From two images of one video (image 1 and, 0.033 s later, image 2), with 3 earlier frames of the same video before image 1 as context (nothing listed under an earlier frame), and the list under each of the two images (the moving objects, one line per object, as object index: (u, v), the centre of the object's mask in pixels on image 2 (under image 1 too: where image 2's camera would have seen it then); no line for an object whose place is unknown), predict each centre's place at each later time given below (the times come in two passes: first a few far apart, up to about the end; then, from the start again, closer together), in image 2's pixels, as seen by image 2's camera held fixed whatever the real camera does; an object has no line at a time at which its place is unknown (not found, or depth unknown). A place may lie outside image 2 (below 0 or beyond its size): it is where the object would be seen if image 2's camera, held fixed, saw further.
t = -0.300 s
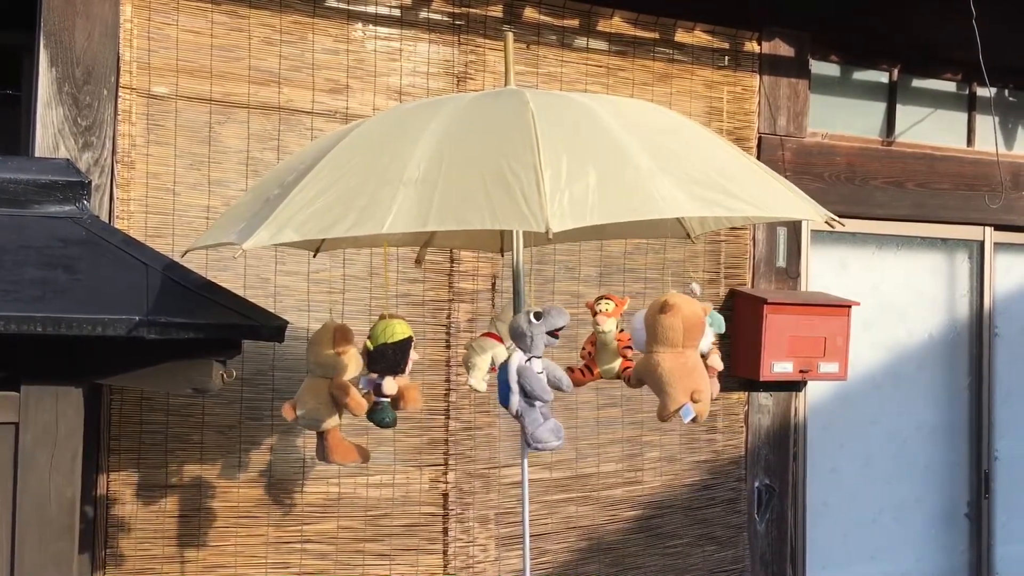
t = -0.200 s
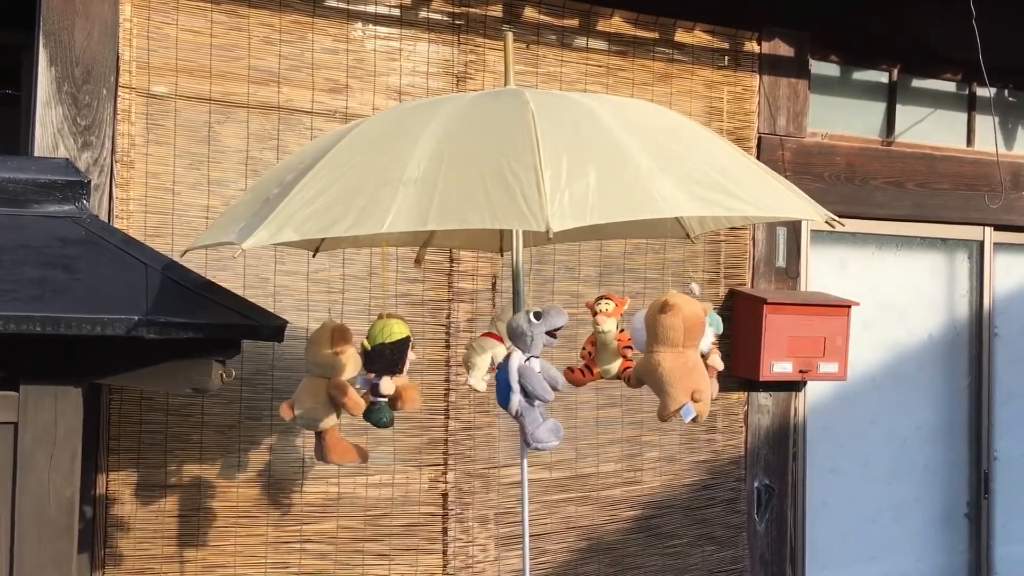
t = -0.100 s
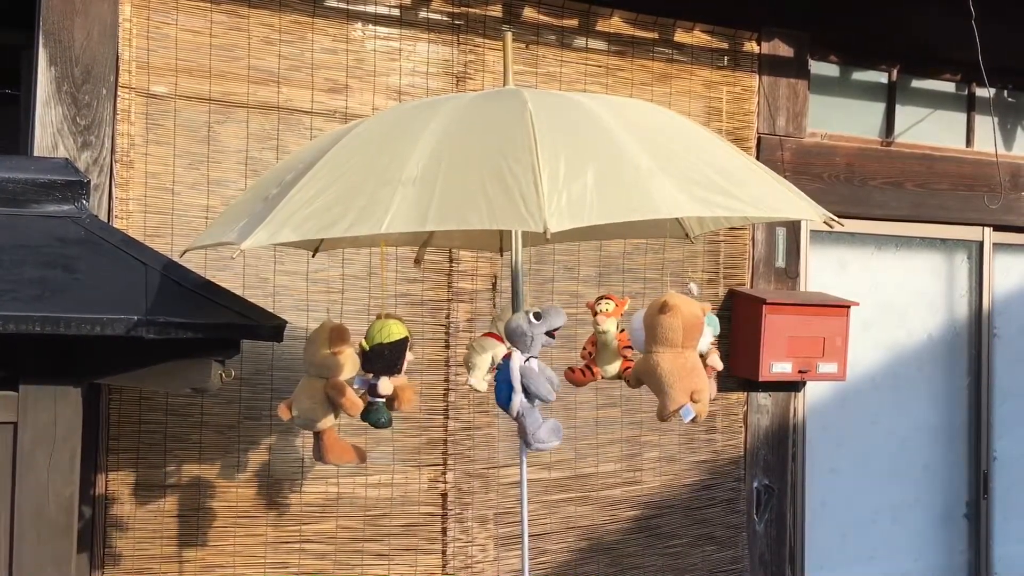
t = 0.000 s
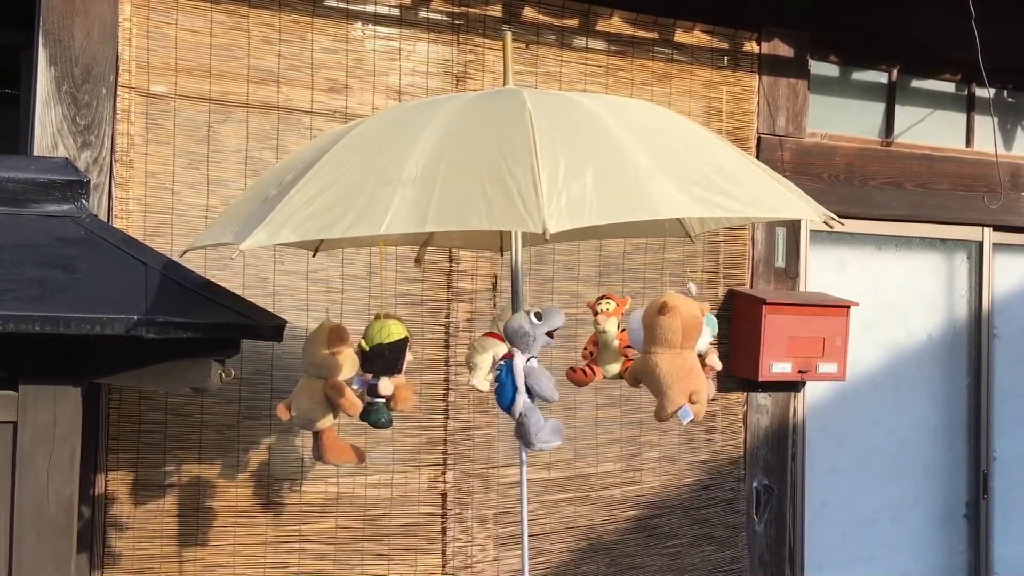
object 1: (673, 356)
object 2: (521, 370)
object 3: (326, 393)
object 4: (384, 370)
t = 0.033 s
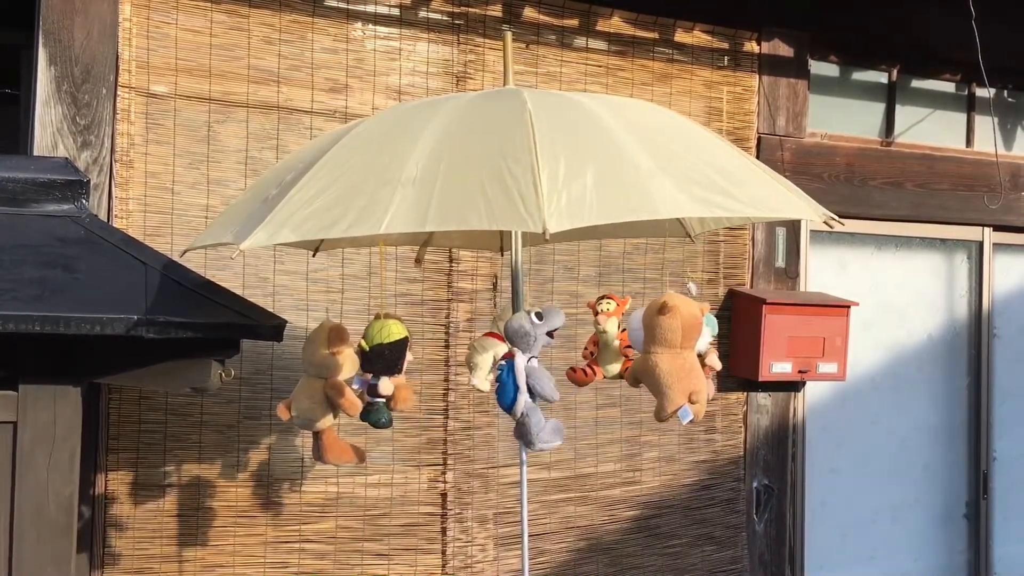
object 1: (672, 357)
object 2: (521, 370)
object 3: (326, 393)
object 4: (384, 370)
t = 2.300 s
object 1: (670, 356)
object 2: (519, 375)
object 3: (332, 393)
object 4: (387, 373)
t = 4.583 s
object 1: (662, 355)
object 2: (519, 374)
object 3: (324, 394)
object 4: (387, 372)
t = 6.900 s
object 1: (668, 358)
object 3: (324, 394)
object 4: (386, 373)
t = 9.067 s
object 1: (673, 356)
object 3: (330, 392)
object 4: (391, 372)
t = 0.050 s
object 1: (673, 356)
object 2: (522, 370)
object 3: (326, 394)
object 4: (384, 370)
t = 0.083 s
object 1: (671, 356)
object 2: (522, 371)
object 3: (326, 393)
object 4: (383, 370)
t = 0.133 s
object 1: (672, 356)
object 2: (521, 373)
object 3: (326, 393)
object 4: (383, 369)
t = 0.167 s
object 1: (671, 356)
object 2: (521, 373)
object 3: (326, 393)
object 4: (383, 369)
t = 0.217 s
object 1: (669, 356)
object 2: (522, 374)
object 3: (327, 393)
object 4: (384, 369)
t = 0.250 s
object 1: (668, 356)
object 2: (523, 374)
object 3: (327, 393)
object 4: (384, 369)
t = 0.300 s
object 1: (670, 356)
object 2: (524, 375)
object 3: (328, 393)
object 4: (384, 368)
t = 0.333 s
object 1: (668, 356)
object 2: (524, 375)
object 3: (328, 393)
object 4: (384, 368)
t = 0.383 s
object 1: (670, 356)
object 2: (524, 375)
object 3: (329, 393)
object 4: (385, 368)
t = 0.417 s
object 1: (670, 356)
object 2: (524, 375)
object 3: (329, 393)
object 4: (385, 368)
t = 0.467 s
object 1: (669, 356)
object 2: (525, 376)
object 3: (329, 392)
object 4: (386, 368)
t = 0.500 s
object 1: (670, 356)
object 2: (525, 376)
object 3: (330, 393)
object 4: (386, 368)
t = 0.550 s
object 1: (670, 356)
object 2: (525, 376)
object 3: (330, 392)
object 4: (386, 367)
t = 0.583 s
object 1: (670, 356)
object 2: (525, 376)
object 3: (331, 393)
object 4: (386, 368)
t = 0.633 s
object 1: (671, 356)
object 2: (524, 376)
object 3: (331, 392)
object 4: (387, 368)
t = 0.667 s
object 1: (671, 356)
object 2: (524, 375)
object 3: (332, 392)
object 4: (387, 368)
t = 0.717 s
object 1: (672, 356)
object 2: (524, 375)
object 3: (332, 392)
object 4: (387, 368)
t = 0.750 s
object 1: (673, 355)
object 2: (523, 375)
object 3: (332, 392)
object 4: (387, 368)
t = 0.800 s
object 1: (673, 356)
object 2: (522, 375)
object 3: (332, 392)
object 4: (387, 369)
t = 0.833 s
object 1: (673, 356)
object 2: (521, 374)
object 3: (332, 393)
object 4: (387, 370)
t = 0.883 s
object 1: (674, 356)
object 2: (521, 375)
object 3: (332, 393)
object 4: (387, 370)
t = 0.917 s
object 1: (674, 356)
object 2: (520, 374)
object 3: (332, 393)
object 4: (386, 370)
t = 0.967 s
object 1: (673, 357)
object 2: (519, 374)
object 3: (331, 393)
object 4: (385, 370)
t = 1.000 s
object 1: (672, 357)
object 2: (519, 374)
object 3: (331, 393)
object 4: (385, 370)
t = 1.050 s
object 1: (672, 356)
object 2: (518, 375)
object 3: (330, 393)
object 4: (384, 370)
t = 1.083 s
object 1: (672, 356)
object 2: (518, 375)
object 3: (329, 394)
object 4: (384, 370)
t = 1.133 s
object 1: (672, 356)
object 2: (518, 375)
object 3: (328, 394)
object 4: (383, 370)
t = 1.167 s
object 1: (671, 356)
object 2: (518, 376)
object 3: (328, 394)
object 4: (382, 370)
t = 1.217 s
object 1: (670, 357)
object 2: (518, 377)
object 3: (327, 395)
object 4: (382, 370)
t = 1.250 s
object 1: (669, 356)
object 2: (518, 377)
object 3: (326, 394)
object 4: (381, 370)
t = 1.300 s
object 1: (668, 356)
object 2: (517, 377)
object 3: (325, 394)
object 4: (380, 370)
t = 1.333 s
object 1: (667, 356)
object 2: (517, 377)
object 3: (324, 394)
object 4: (380, 370)
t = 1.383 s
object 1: (666, 357)
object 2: (518, 377)
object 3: (324, 394)
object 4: (380, 370)
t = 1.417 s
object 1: (666, 357)
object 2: (518, 378)
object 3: (323, 394)
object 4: (380, 371)
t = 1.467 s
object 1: (665, 356)
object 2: (518, 378)
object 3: (323, 394)
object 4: (380, 371)
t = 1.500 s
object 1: (665, 356)
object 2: (518, 378)
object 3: (322, 394)
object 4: (380, 371)
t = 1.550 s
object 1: (665, 357)
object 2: (518, 378)
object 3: (322, 394)
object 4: (381, 371)
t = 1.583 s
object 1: (665, 356)
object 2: (518, 378)
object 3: (322, 394)
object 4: (381, 371)
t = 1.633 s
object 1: (665, 356)
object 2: (518, 378)
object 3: (322, 394)
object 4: (382, 372)
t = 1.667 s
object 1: (665, 356)
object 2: (519, 377)
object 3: (323, 394)
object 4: (383, 372)
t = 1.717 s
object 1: (666, 356)
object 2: (519, 377)
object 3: (323, 394)
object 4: (383, 371)
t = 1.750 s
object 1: (665, 356)
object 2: (519, 377)
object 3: (324, 393)
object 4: (384, 371)
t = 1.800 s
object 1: (666, 356)
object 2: (519, 377)
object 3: (324, 393)
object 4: (385, 371)
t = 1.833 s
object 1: (667, 355)
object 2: (519, 376)
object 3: (325, 393)
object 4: (386, 371)
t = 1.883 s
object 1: (668, 356)
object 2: (519, 376)
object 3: (326, 393)
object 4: (387, 371)
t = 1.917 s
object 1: (669, 356)
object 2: (519, 375)
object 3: (327, 393)
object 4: (387, 371)
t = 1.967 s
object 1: (670, 356)
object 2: (519, 375)
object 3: (328, 392)
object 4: (388, 371)
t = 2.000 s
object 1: (670, 356)
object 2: (519, 375)
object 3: (329, 392)
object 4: (388, 371)
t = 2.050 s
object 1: (670, 355)
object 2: (519, 375)
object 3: (330, 392)
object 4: (389, 372)
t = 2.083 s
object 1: (670, 355)
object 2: (519, 375)
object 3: (331, 392)
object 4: (389, 372)
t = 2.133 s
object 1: (671, 356)
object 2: (519, 375)
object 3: (331, 393)
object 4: (388, 372)
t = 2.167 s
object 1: (671, 356)
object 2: (519, 375)
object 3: (331, 392)
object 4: (388, 372)
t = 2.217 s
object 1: (671, 355)
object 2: (519, 375)
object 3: (332, 392)
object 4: (388, 372)
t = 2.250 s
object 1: (671, 355)
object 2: (519, 375)
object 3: (332, 392)
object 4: (388, 373)
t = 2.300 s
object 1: (670, 356)
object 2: (519, 375)
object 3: (332, 393)
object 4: (387, 373)
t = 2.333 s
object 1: (669, 356)
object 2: (519, 375)
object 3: (331, 393)
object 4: (387, 373)
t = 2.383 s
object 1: (668, 356)
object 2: (519, 375)
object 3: (331, 393)
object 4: (386, 373)
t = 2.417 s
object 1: (668, 357)
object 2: (519, 376)
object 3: (330, 393)
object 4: (385, 373)
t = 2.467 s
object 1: (668, 356)
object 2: (519, 376)
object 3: (329, 393)
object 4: (384, 373)
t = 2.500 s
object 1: (667, 356)
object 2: (520, 376)
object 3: (328, 394)
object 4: (384, 373)
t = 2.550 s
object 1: (666, 357)
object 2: (519, 376)
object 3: (327, 393)
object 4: (383, 373)
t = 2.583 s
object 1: (666, 357)
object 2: (519, 376)
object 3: (326, 393)
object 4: (382, 373)
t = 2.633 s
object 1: (666, 357)
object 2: (519, 377)
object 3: (324, 393)
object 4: (382, 373)
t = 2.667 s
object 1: (666, 357)
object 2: (519, 377)
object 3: (323, 393)
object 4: (381, 374)
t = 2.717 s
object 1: (667, 357)
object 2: (519, 377)
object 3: (322, 392)
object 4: (381, 374)
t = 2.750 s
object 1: (667, 357)
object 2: (519, 377)
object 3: (321, 392)
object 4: (382, 374)
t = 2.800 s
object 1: (667, 356)
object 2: (519, 378)
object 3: (320, 392)
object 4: (382, 374)
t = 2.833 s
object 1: (668, 356)
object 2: (519, 378)
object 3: (319, 392)
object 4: (383, 373)
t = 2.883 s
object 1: (668, 357)
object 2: (519, 378)
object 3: (319, 392)
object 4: (384, 373)
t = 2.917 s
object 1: (669, 356)
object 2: (519, 378)
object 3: (319, 392)
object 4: (385, 373)
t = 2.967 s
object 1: (669, 356)
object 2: (519, 377)
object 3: (319, 392)
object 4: (386, 373)
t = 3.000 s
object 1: (669, 356)
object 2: (519, 376)
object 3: (320, 392)
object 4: (387, 373)
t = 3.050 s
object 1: (669, 356)
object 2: (519, 375)
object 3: (320, 392)
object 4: (388, 372)
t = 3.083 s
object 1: (670, 356)
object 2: (520, 374)
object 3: (321, 392)
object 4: (390, 372)
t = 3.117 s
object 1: (670, 356)
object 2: (520, 373)
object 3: (322, 392)
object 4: (391, 371)
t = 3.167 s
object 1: (671, 356)
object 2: (520, 372)
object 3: (323, 392)
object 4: (392, 371)
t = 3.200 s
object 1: (671, 356)
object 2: (521, 371)
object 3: (325, 392)
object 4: (390, 370)
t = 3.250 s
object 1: (671, 356)
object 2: (521, 370)
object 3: (326, 392)
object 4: (390, 370)
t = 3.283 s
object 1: (671, 356)
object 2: (521, 369)
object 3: (328, 392)
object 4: (391, 370)
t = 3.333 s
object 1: (672, 356)
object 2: (521, 368)
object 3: (330, 392)
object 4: (392, 370)
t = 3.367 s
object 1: (672, 356)
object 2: (521, 368)
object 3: (331, 392)
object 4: (392, 370)
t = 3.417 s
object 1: (672, 356)
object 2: (521, 367)
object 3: (333, 392)
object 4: (393, 370)
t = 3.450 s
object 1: (672, 356)
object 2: (522, 367)
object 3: (334, 392)
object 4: (393, 371)
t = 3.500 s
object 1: (673, 356)
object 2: (523, 366)
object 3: (335, 392)
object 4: (394, 371)
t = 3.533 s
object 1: (673, 356)
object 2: (523, 366)
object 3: (336, 392)
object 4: (393, 371)
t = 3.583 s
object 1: (673, 355)
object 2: (523, 366)
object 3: (336, 392)
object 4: (393, 371)
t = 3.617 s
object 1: (673, 355)
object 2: (524, 366)
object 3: (337, 392)
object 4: (393, 371)
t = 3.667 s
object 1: (674, 355)
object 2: (524, 366)
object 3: (337, 392)
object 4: (392, 371)
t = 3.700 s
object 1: (672, 355)
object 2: (524, 367)
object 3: (337, 392)
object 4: (390, 372)
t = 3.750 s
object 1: (673, 355)
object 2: (525, 367)
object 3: (337, 392)
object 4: (390, 372)
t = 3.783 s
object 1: (673, 355)
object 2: (525, 368)
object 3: (337, 393)
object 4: (389, 372)
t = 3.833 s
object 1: (673, 355)
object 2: (525, 369)
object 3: (336, 393)
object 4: (389, 372)
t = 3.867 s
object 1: (673, 355)
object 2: (525, 369)
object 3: (336, 393)
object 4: (388, 372)
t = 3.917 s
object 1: (673, 355)
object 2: (524, 370)
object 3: (336, 393)
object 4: (388, 372)
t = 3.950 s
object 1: (673, 356)
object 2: (524, 370)
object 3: (335, 393)
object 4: (387, 373)
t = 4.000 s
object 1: (672, 356)
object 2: (523, 371)
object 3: (333, 393)
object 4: (386, 373)
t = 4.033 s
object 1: (671, 356)
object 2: (523, 371)
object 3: (332, 393)
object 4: (386, 373)
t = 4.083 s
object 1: (671, 356)
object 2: (522, 372)
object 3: (331, 392)
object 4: (386, 373)
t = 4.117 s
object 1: (670, 355)
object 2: (521, 373)
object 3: (329, 392)
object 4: (389, 371)
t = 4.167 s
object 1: (668, 355)
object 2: (520, 373)
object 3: (327, 393)
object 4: (389, 371)
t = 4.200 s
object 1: (668, 354)
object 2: (520, 373)
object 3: (326, 393)
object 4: (389, 371)
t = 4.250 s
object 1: (667, 355)
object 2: (519, 373)
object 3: (326, 394)
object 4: (389, 372)
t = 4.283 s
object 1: (666, 354)
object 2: (518, 373)
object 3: (325, 394)
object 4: (389, 372)
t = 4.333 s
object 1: (665, 355)
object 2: (518, 374)
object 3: (324, 394)
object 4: (387, 371)
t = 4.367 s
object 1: (663, 355)
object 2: (518, 374)
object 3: (324, 394)
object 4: (387, 371)
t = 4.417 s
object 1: (663, 355)
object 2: (518, 374)
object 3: (324, 394)
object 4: (387, 371)
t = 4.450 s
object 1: (662, 354)
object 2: (518, 374)
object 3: (324, 394)
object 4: (387, 371)
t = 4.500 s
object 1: (662, 355)
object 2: (518, 374)
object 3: (324, 394)
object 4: (387, 371)
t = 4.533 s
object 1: (662, 355)
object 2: (518, 374)
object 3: (324, 394)
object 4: (387, 371)
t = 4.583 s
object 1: (662, 355)
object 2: (519, 374)
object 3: (324, 394)
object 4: (387, 372)
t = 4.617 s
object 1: (662, 355)
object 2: (519, 374)
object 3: (325, 394)
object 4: (387, 372)
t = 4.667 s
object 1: (663, 355)
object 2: (519, 374)
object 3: (325, 394)
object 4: (387, 372)
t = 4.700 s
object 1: (663, 355)
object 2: (519, 374)
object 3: (326, 394)
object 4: (387, 372)
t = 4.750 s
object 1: (665, 354)
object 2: (520, 374)
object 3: (327, 394)
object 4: (387, 372)
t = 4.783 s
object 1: (667, 355)
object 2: (521, 374)
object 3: (328, 394)
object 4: (387, 372)
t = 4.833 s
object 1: (674, 356)
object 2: (521, 374)
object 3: (329, 394)
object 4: (387, 372)
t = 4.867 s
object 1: (674, 356)
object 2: (522, 374)
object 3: (329, 394)
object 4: (387, 372)
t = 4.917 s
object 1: (675, 355)
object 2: (522, 374)
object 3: (330, 394)
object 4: (387, 372)
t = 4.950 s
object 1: (676, 355)
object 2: (522, 374)
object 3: (330, 394)
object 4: (387, 372)
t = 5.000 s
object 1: (676, 356)
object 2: (523, 374)
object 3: (331, 394)
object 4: (387, 373)
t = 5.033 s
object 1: (676, 356)
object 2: (523, 374)
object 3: (331, 394)
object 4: (387, 373)
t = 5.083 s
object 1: (676, 356)
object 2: (524, 374)
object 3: (332, 394)
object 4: (387, 373)
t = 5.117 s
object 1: (676, 356)
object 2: (524, 374)
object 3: (332, 394)
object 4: (387, 372)
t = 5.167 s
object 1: (675, 357)
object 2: (524, 374)
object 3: (332, 394)
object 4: (388, 373)
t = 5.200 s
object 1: (675, 357)
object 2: (524, 373)
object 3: (332, 394)
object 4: (388, 373)
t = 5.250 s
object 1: (674, 356)
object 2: (524, 373)
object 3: (332, 394)
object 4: (388, 373)
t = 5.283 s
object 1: (674, 356)
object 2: (524, 372)
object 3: (332, 394)
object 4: (388, 372)
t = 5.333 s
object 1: (673, 357)
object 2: (523, 372)
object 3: (331, 394)
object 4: (388, 372)
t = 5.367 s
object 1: (673, 357)
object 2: (523, 372)
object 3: (331, 394)
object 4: (389, 372)
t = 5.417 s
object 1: (671, 357)
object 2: (522, 372)
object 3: (330, 394)
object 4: (389, 372)
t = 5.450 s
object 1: (671, 357)
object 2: (522, 371)
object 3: (330, 394)
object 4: (389, 372)
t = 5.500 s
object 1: (670, 357)
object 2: (521, 371)
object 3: (328, 394)
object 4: (389, 372)
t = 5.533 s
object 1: (669, 357)
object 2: (521, 371)
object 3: (328, 394)
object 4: (388, 372)
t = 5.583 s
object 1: (667, 357)
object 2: (520, 370)
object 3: (327, 393)
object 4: (388, 372)
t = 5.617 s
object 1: (668, 357)
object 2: (520, 369)
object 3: (327, 394)
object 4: (388, 372)
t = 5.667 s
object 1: (667, 357)
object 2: (520, 368)
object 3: (326, 394)
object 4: (388, 373)
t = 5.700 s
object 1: (667, 357)
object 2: (520, 368)
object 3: (325, 394)
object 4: (388, 373)
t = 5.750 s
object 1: (667, 356)
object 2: (519, 368)
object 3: (325, 394)
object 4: (388, 372)
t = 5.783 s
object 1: (667, 357)
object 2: (519, 367)
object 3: (324, 393)
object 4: (388, 373)
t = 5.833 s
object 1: (667, 356)
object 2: (519, 366)
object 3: (324, 393)
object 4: (387, 373)
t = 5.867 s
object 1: (667, 356)
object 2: (519, 366)
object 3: (324, 393)
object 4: (387, 373)
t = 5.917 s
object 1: (668, 356)
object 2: (519, 365)
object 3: (324, 393)
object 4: (385, 374)
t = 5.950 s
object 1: (668, 356)
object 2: (520, 365)
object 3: (323, 393)
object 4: (384, 374)
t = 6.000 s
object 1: (669, 356)
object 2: (521, 365)
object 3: (324, 393)
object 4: (384, 374)
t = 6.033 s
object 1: (670, 356)
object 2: (521, 365)
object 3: (324, 393)
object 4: (384, 374)
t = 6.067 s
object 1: (670, 356)
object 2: (522, 364)
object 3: (325, 394)
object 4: (384, 373)
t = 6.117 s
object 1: (671, 356)
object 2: (522, 365)
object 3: (326, 393)
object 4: (384, 373)
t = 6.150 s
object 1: (672, 355)
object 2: (523, 365)
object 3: (329, 393)
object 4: (385, 373)
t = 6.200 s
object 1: (674, 355)
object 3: (329, 393)
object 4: (385, 373)
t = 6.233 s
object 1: (674, 356)
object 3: (330, 393)
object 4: (386, 373)
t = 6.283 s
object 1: (674, 356)
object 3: (332, 393)
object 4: (387, 372)
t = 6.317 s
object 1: (674, 356)
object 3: (332, 393)
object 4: (387, 372)
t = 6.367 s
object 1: (674, 356)
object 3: (333, 393)
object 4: (388, 372)
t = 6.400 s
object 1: (674, 356)
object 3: (333, 393)
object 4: (389, 371)
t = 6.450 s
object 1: (674, 356)
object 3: (333, 393)
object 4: (389, 371)
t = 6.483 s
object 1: (674, 356)
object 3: (334, 393)
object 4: (390, 371)
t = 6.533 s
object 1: (673, 357)
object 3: (333, 393)
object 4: (390, 371)
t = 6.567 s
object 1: (673, 357)
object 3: (333, 394)
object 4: (390, 371)
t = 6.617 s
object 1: (672, 357)
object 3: (332, 394)
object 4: (390, 371)
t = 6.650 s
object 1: (671, 357)
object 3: (331, 394)
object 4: (389, 371)
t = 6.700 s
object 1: (671, 357)
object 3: (330, 394)
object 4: (389, 371)
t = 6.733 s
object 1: (670, 357)
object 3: (329, 394)
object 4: (389, 371)
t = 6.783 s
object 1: (669, 358)
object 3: (327, 394)
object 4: (388, 372)
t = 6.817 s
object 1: (669, 358)
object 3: (326, 394)
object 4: (387, 372)
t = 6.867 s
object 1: (668, 358)
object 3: (325, 394)
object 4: (387, 373)
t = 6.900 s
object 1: (668, 358)
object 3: (324, 394)
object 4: (386, 373)
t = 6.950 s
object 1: (668, 357)
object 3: (323, 394)
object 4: (385, 373)
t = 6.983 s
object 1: (667, 357)
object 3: (322, 394)
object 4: (384, 373)
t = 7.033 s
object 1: (667, 357)
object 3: (321, 394)
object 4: (384, 372)
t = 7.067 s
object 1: (667, 357)
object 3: (320, 395)
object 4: (383, 372)
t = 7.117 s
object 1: (666, 357)
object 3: (320, 395)
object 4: (382, 372)
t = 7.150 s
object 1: (666, 357)
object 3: (320, 395)
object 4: (381, 372)
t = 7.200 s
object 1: (667, 356)
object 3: (320, 395)
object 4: (381, 372)
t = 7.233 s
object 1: (667, 356)
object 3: (320, 395)
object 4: (381, 372)
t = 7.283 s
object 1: (668, 356)
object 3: (321, 395)
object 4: (381, 372)
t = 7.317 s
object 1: (668, 356)
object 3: (322, 395)
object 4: (381, 372)
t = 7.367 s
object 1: (669, 356)
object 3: (323, 395)
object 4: (382, 372)
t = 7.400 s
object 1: (669, 355)
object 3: (324, 395)
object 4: (382, 372)
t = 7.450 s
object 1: (672, 356)
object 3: (325, 394)
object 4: (384, 372)
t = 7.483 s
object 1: (674, 355)
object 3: (327, 394)
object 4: (384, 372)
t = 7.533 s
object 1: (675, 355)
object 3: (329, 394)
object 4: (386, 372)
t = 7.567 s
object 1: (675, 355)
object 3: (330, 394)
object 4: (388, 372)
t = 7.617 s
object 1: (676, 356)
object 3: (332, 394)
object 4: (389, 371)
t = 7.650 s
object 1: (676, 356)
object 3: (333, 394)
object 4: (390, 371)
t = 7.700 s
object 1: (677, 356)
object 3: (334, 394)
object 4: (391, 371)
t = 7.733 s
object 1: (677, 356)
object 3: (334, 394)
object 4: (392, 370)
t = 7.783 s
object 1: (676, 356)
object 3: (334, 393)
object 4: (392, 370)
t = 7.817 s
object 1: (674, 356)
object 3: (334, 393)
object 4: (393, 370)
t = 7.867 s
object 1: (674, 356)
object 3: (334, 393)
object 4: (393, 370)
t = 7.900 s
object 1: (673, 356)
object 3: (334, 393)
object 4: (393, 370)
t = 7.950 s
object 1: (672, 355)
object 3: (333, 393)
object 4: (392, 371)
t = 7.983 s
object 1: (671, 356)
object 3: (332, 393)
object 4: (391, 371)
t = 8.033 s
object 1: (671, 355)
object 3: (331, 394)
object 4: (390, 372)
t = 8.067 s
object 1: (671, 355)
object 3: (330, 394)
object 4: (390, 372)
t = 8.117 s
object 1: (670, 355)
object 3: (329, 393)
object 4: (388, 372)
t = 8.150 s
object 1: (670, 355)
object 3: (327, 393)
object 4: (387, 373)
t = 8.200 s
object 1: (675, 353)
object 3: (326, 394)
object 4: (386, 373)
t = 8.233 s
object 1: (675, 353)
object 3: (325, 394)
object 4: (385, 373)
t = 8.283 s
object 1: (667, 354)
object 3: (324, 394)
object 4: (383, 373)
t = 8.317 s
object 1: (667, 355)
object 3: (323, 394)
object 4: (383, 373)
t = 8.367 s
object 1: (672, 354)
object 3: (322, 394)
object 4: (382, 374)
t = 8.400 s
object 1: (671, 354)
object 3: (322, 394)
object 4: (381, 374)
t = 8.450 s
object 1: (670, 354)
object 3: (322, 394)
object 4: (381, 374)
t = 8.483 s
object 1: (670, 353)
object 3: (322, 394)
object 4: (381, 374)
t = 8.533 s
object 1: (670, 353)
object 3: (323, 394)
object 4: (382, 374)
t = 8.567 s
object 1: (670, 353)
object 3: (323, 394)
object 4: (382, 374)
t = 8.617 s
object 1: (670, 354)
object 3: (324, 394)
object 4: (383, 374)
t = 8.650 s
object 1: (670, 354)
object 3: (325, 394)
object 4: (384, 374)
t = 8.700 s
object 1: (670, 355)
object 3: (326, 393)
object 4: (385, 373)
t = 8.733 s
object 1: (671, 354)
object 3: (327, 393)
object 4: (386, 373)
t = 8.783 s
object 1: (673, 354)
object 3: (328, 393)
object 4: (387, 372)
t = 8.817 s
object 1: (673, 355)
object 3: (329, 392)
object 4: (388, 372)
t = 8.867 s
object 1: (673, 354)
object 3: (330, 392)
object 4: (389, 372)
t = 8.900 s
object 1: (673, 354)
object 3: (330, 392)
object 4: (389, 372)
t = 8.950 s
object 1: (673, 355)
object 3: (330, 392)
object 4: (391, 372)
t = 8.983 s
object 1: (673, 354)
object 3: (330, 392)
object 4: (391, 372)
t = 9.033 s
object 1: (673, 356)
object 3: (330, 392)
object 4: (391, 372)
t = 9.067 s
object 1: (673, 356)
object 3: (330, 392)
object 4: (391, 372)
